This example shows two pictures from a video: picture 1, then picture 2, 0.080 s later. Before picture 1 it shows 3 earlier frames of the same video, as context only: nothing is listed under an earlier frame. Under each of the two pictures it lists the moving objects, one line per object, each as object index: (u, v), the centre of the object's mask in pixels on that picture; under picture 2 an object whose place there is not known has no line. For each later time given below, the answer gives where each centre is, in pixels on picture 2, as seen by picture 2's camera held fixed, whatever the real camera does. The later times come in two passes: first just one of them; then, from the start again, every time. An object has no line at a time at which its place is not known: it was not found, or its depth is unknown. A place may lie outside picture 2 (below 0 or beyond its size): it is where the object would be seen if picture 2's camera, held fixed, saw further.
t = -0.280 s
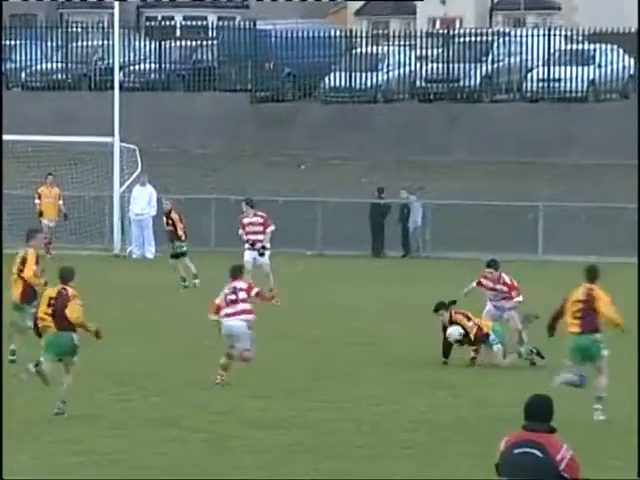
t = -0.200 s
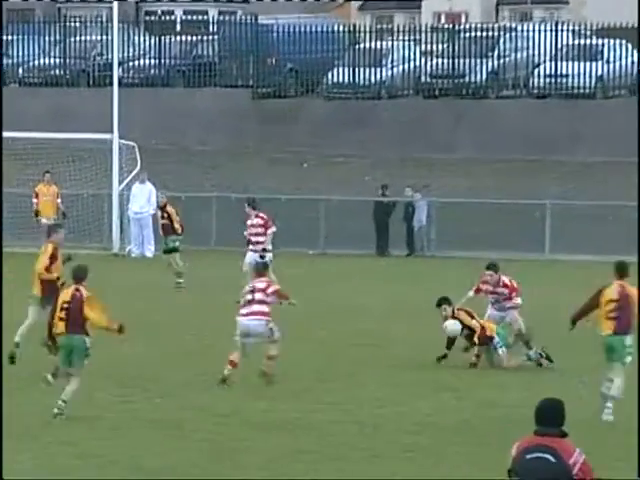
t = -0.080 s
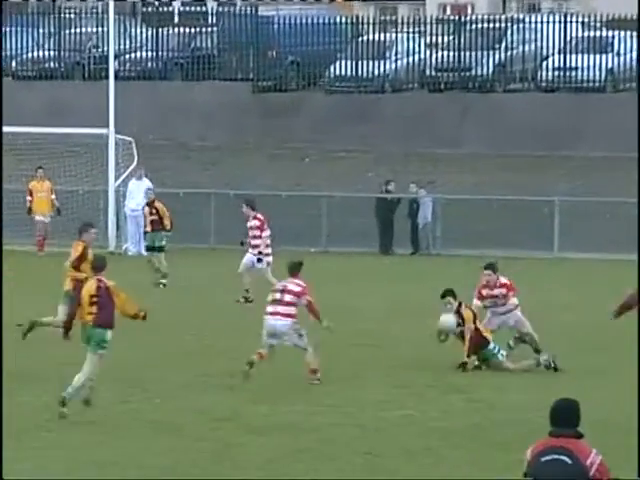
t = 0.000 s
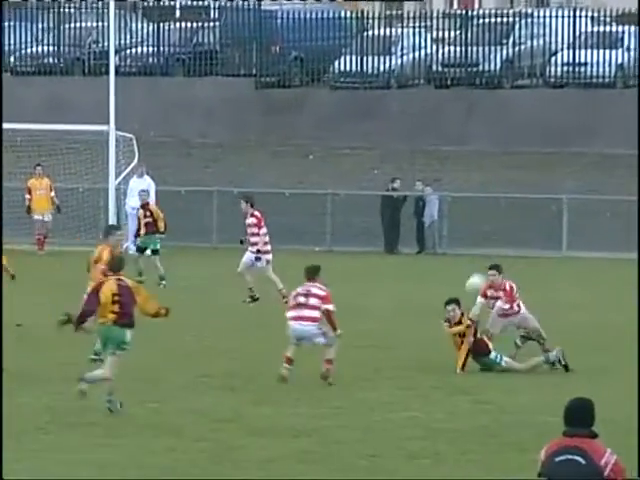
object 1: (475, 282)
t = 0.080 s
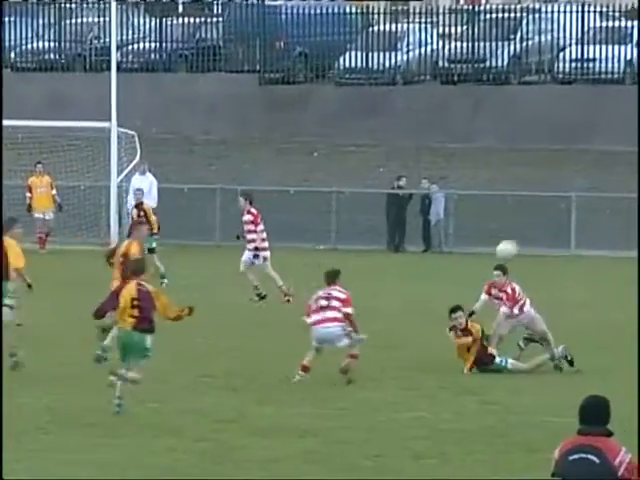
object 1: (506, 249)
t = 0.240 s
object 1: (555, 198)
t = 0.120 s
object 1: (518, 233)
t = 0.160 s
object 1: (530, 220)
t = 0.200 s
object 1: (542, 209)
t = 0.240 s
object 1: (555, 198)
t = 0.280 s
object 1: (567, 188)
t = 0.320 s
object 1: (579, 179)
